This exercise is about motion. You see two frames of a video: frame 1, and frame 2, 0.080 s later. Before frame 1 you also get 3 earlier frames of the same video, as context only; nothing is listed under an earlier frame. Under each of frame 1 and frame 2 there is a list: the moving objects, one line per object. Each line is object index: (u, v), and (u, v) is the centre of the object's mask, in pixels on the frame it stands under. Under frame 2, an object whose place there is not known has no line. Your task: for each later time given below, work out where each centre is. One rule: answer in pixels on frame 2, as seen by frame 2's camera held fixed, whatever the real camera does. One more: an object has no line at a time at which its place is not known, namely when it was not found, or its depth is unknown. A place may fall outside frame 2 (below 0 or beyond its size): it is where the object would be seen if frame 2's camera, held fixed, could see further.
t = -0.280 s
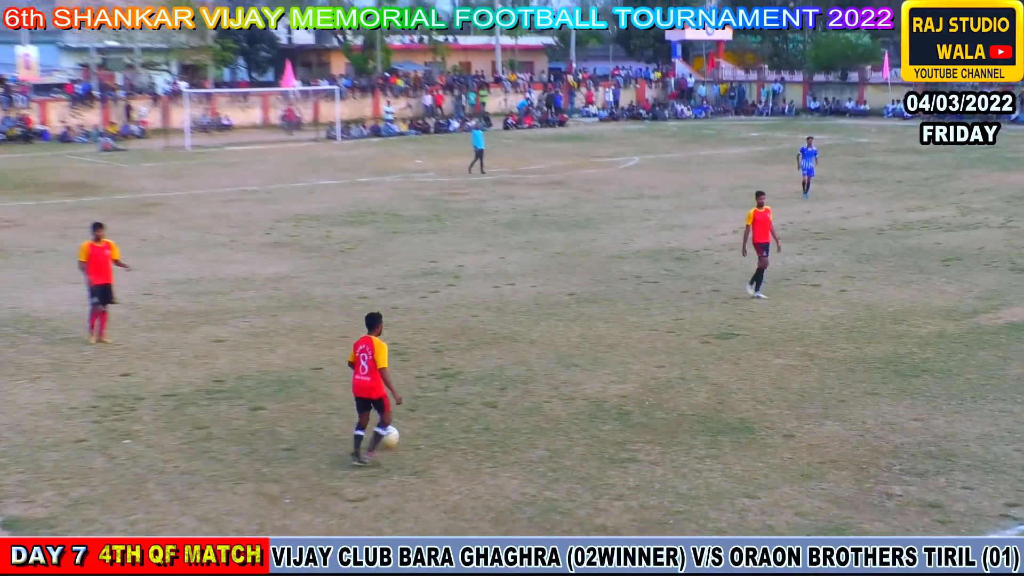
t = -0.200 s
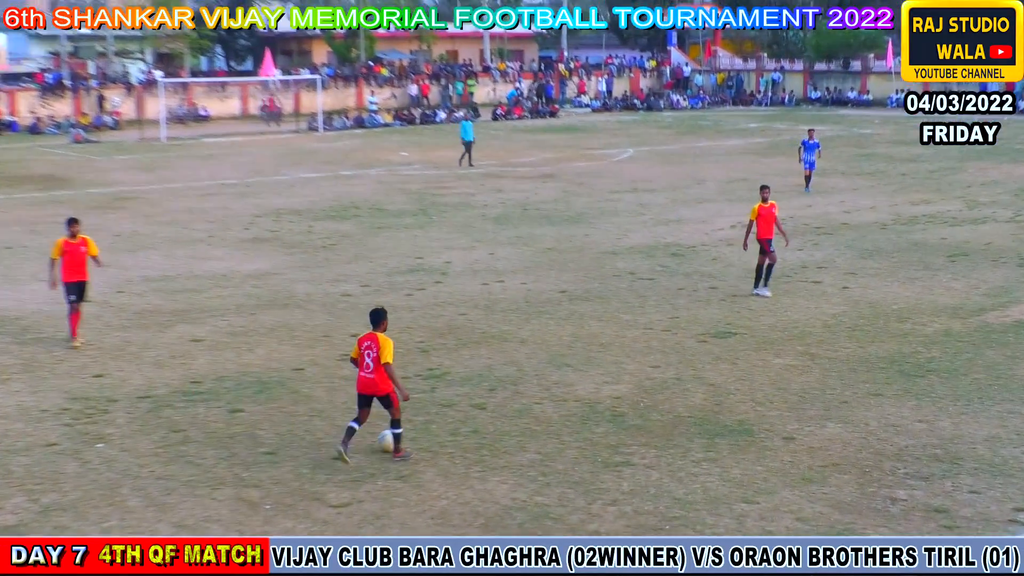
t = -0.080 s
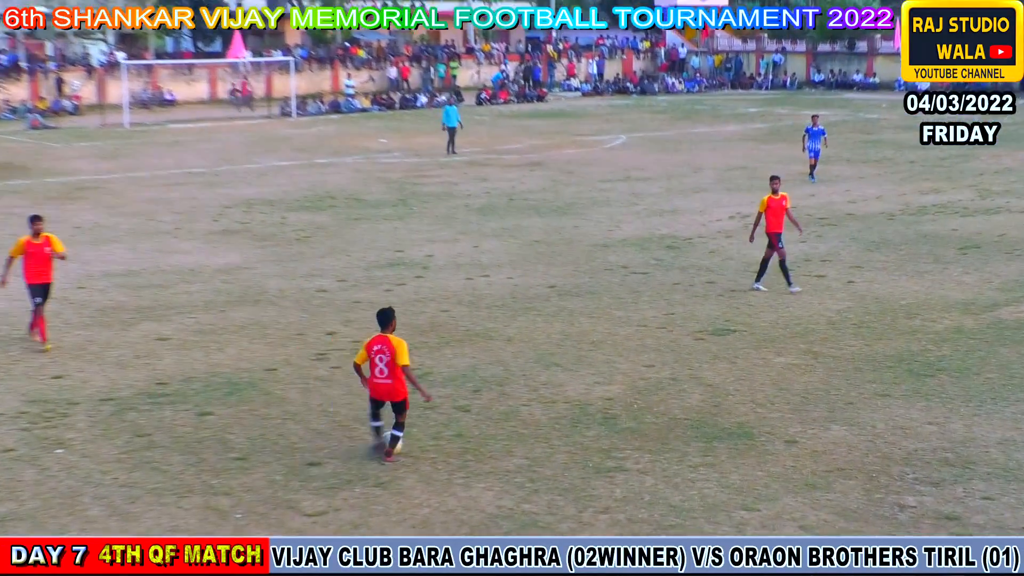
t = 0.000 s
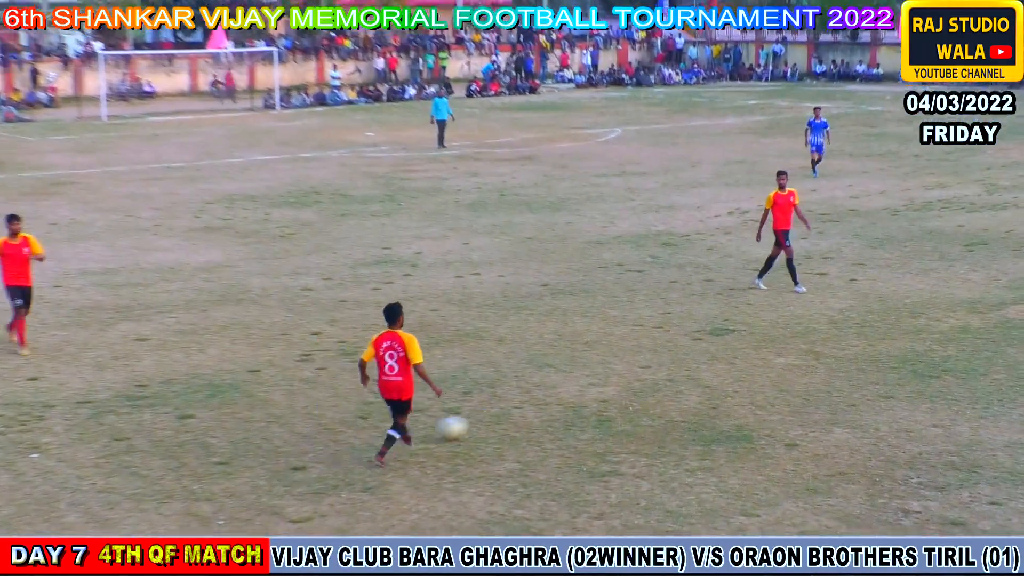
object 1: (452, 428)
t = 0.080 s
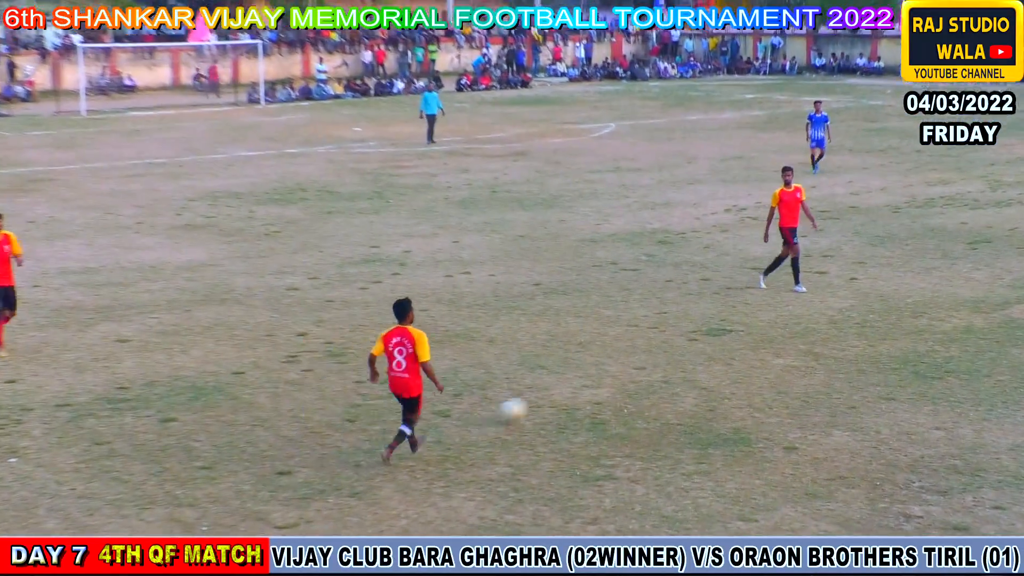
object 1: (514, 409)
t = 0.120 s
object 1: (543, 396)
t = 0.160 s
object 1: (572, 387)
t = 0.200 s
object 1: (601, 377)
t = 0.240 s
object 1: (628, 372)
